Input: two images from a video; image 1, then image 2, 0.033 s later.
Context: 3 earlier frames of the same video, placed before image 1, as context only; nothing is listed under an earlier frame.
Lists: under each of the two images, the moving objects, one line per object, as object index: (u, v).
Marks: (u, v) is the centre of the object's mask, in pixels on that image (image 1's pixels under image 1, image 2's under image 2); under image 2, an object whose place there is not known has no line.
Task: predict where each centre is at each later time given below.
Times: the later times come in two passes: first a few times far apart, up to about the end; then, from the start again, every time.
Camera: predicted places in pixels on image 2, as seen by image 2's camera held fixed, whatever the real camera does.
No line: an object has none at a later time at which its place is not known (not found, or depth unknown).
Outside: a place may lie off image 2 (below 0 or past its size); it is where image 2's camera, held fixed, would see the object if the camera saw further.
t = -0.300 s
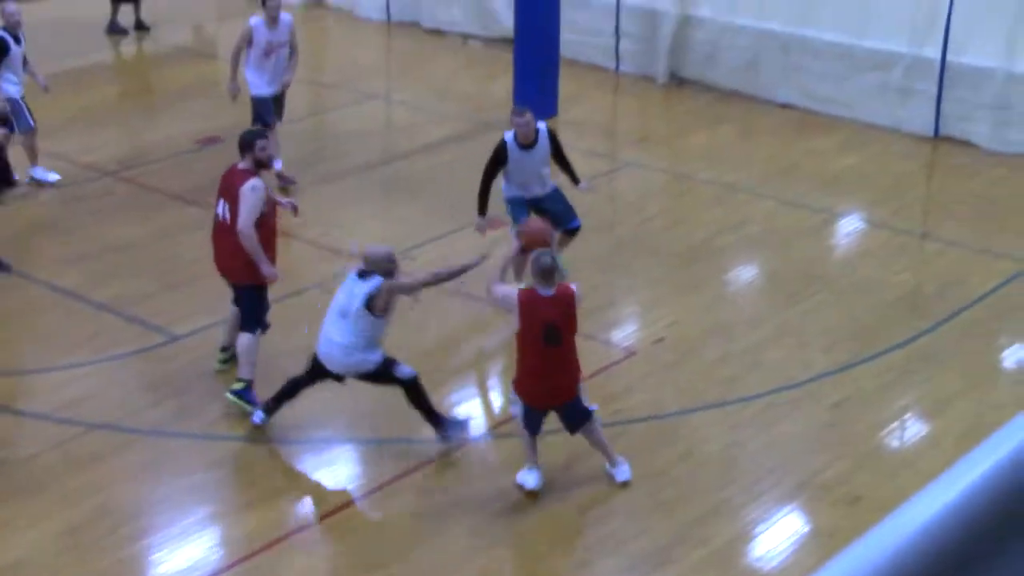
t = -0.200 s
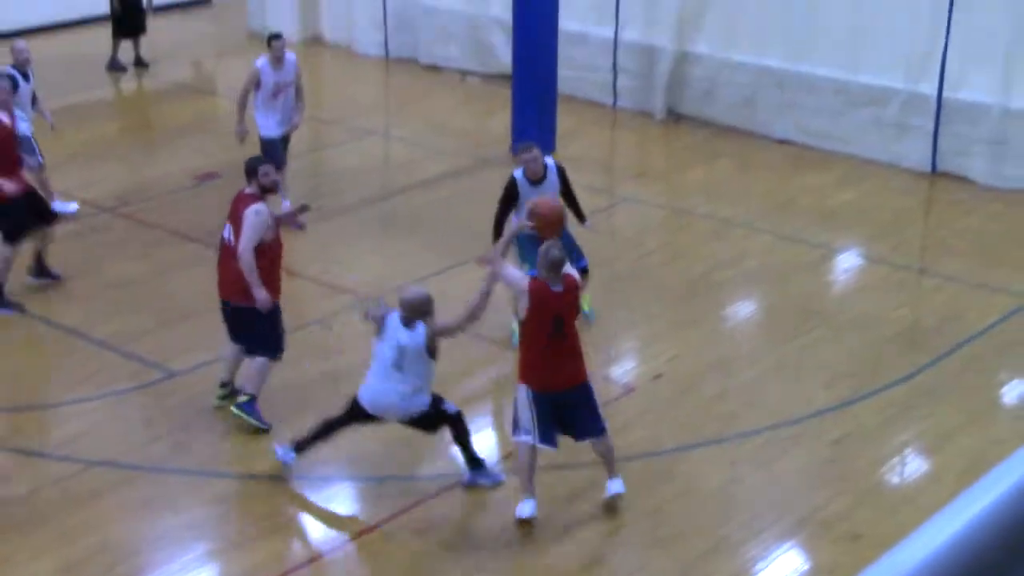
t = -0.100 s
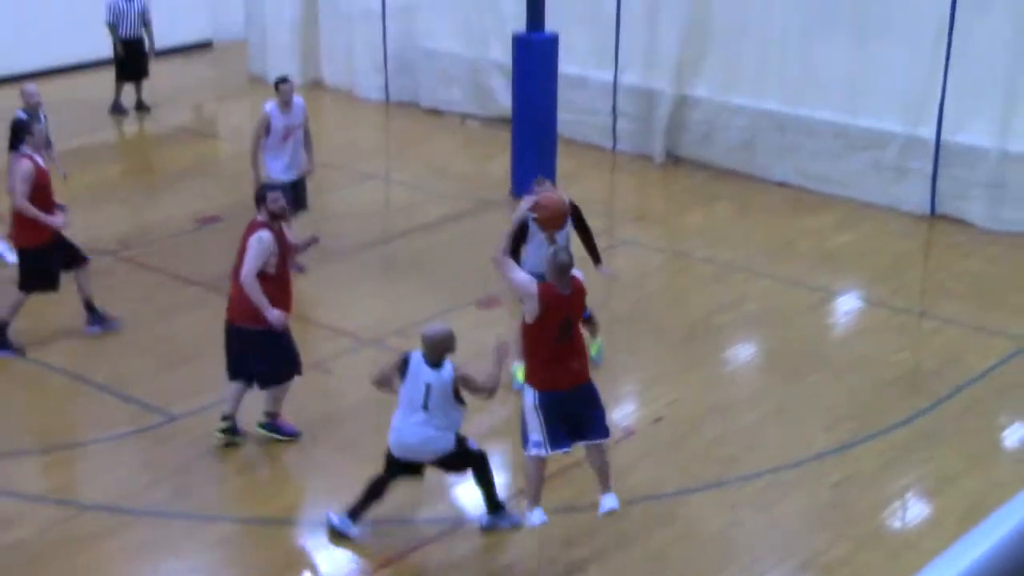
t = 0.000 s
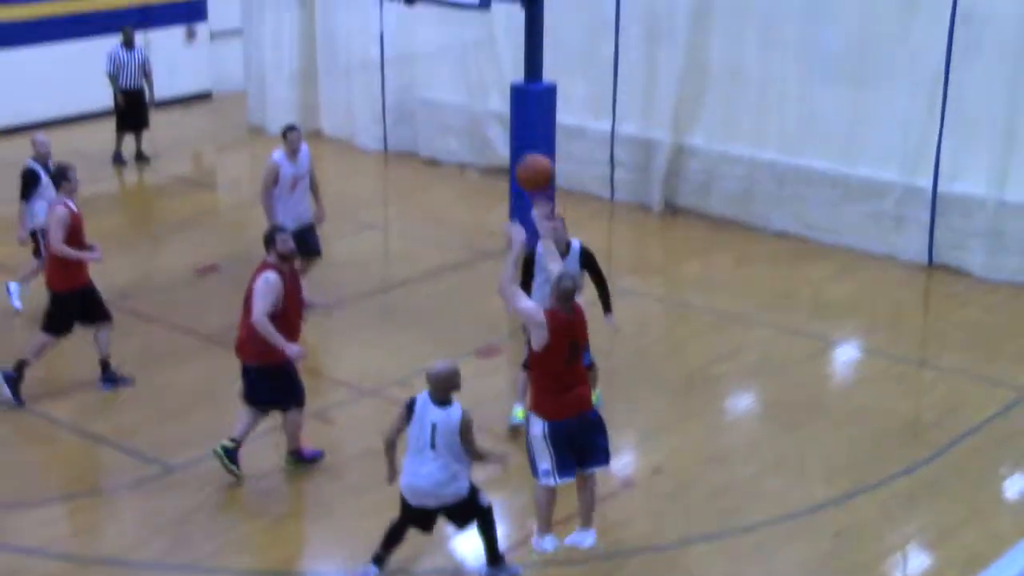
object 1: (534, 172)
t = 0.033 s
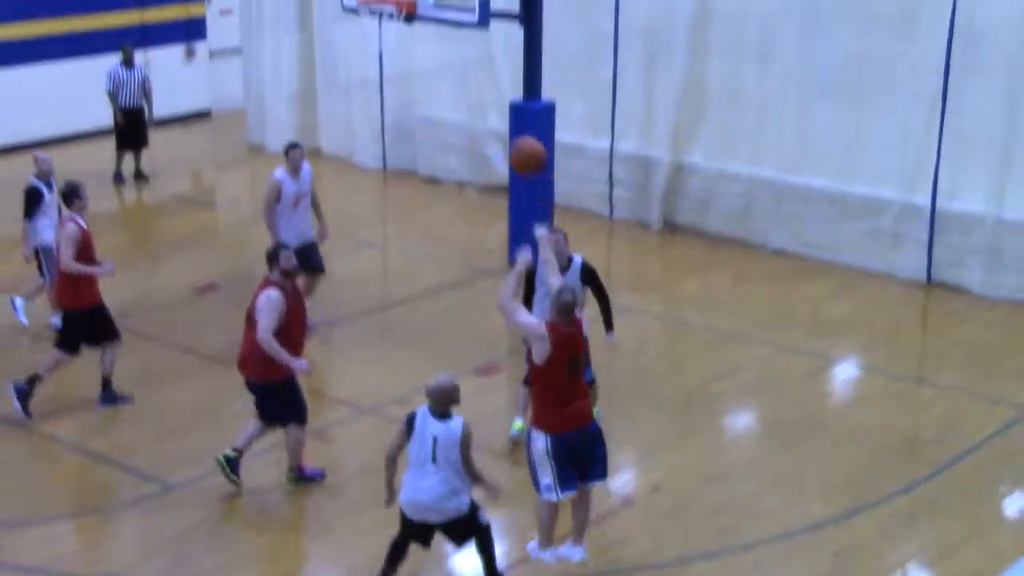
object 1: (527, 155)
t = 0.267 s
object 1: (476, -18)
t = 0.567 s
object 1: (421, -93)
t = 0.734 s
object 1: (397, -76)
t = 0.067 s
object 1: (520, 123)
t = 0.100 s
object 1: (511, 94)
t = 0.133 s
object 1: (504, 67)
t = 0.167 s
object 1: (497, 42)
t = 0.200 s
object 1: (490, 20)
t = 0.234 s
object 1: (483, 0)
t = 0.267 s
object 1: (476, -18)
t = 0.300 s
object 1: (470, -35)
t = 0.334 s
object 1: (463, -49)
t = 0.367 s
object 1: (456, -61)
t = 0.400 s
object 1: (450, -71)
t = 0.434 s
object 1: (444, -79)
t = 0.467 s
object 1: (438, -85)
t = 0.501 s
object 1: (432, -90)
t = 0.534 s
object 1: (427, -92)
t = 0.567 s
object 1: (421, -93)
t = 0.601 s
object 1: (416, -93)
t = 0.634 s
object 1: (411, -90)
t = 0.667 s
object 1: (406, -87)
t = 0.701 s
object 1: (401, -83)
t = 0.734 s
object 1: (397, -76)
